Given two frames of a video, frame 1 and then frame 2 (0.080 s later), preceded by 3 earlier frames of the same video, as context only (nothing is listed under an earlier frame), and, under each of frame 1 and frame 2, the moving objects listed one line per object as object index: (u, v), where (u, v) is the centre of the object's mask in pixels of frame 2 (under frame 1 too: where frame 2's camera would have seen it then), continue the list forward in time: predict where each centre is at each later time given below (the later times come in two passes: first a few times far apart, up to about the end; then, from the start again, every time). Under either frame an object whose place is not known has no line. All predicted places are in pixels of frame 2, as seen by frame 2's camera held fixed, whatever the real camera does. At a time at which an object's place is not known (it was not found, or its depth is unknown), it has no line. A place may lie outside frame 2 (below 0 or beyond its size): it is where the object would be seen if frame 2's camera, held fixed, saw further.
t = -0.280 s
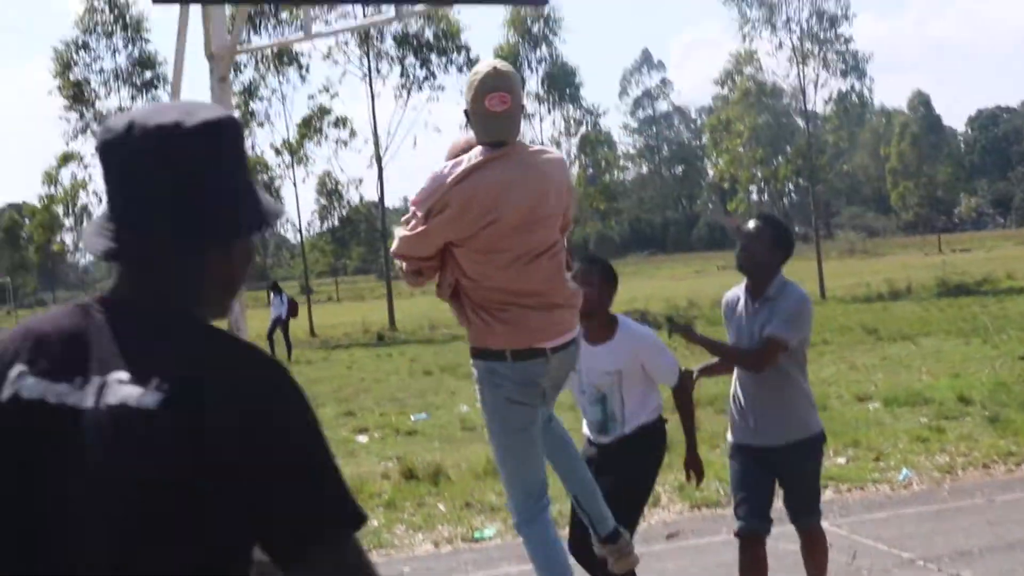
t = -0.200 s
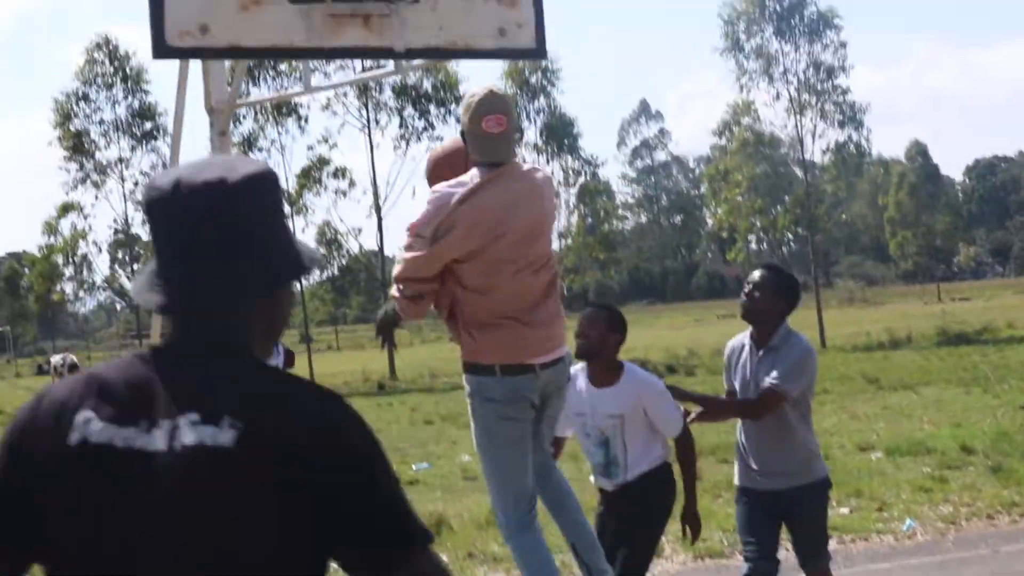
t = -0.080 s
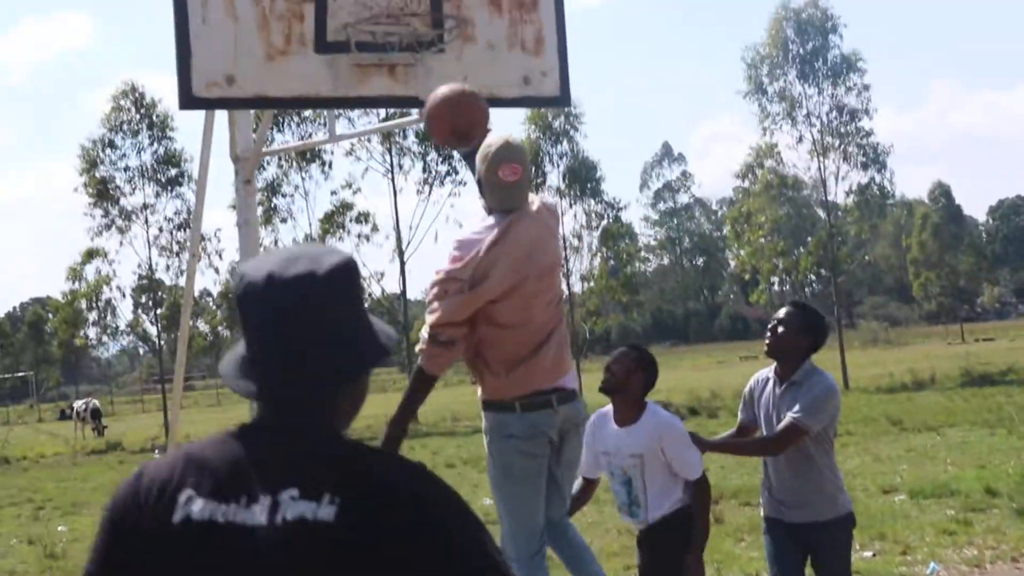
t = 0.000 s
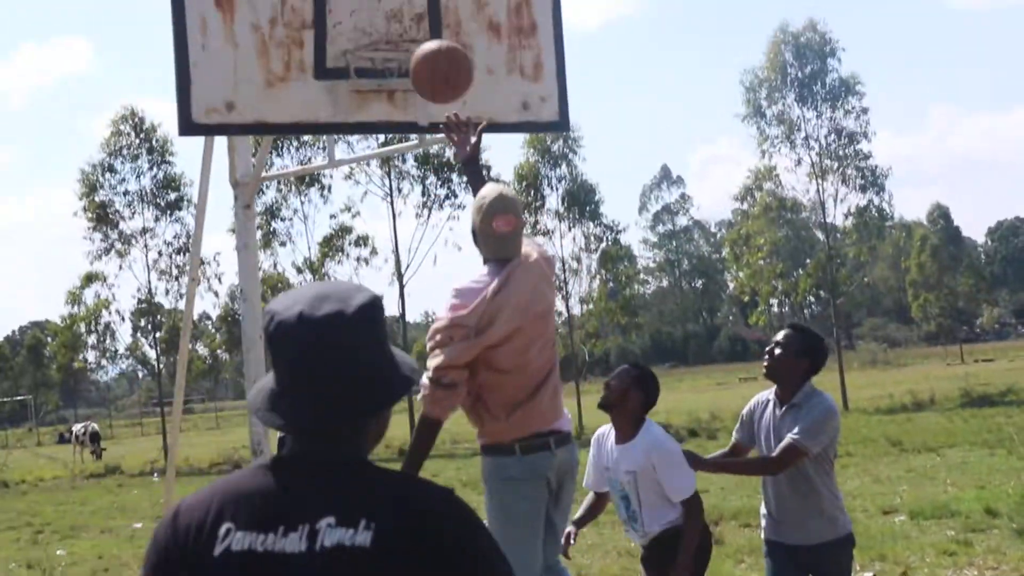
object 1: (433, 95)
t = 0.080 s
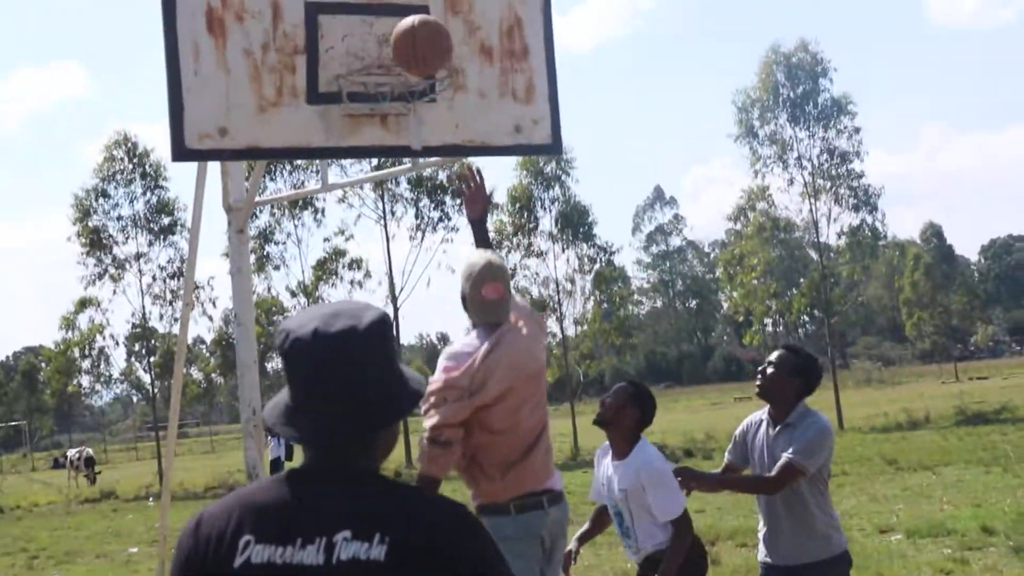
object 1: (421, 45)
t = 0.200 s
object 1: (407, 7)
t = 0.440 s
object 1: (387, 20)
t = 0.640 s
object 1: (430, 49)
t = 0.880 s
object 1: (389, 33)
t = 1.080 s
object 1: (365, 41)
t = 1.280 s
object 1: (353, 40)
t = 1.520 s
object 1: (342, 43)
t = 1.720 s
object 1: (327, 59)
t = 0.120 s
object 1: (416, 27)
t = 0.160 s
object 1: (411, 14)
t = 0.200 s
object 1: (407, 7)
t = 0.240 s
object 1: (402, 2)
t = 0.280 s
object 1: (399, 0)
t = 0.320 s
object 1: (395, 1)
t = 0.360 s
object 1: (392, 3)
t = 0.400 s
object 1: (389, 9)
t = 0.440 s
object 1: (387, 20)
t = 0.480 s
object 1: (390, 27)
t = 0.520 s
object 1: (399, 26)
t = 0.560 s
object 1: (409, 30)
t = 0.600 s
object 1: (419, 37)
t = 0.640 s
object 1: (430, 49)
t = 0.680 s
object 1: (425, 41)
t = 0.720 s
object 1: (416, 37)
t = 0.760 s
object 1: (409, 36)
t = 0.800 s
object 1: (402, 37)
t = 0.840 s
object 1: (394, 41)
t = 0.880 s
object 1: (389, 33)
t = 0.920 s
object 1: (384, 27)
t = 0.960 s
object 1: (378, 25)
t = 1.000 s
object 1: (373, 27)
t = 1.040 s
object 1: (370, 32)
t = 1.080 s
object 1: (365, 41)
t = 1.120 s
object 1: (362, 39)
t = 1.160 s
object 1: (359, 38)
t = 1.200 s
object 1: (356, 41)
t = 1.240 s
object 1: (354, 41)
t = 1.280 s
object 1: (353, 40)
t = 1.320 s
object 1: (350, 42)
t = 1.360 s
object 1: (348, 40)
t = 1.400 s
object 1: (347, 41)
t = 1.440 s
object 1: (345, 40)
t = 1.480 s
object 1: (343, 40)
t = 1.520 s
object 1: (342, 43)
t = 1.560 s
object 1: (339, 43)
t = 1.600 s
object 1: (337, 45)
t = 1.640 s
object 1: (334, 47)
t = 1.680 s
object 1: (330, 51)
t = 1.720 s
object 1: (327, 59)
